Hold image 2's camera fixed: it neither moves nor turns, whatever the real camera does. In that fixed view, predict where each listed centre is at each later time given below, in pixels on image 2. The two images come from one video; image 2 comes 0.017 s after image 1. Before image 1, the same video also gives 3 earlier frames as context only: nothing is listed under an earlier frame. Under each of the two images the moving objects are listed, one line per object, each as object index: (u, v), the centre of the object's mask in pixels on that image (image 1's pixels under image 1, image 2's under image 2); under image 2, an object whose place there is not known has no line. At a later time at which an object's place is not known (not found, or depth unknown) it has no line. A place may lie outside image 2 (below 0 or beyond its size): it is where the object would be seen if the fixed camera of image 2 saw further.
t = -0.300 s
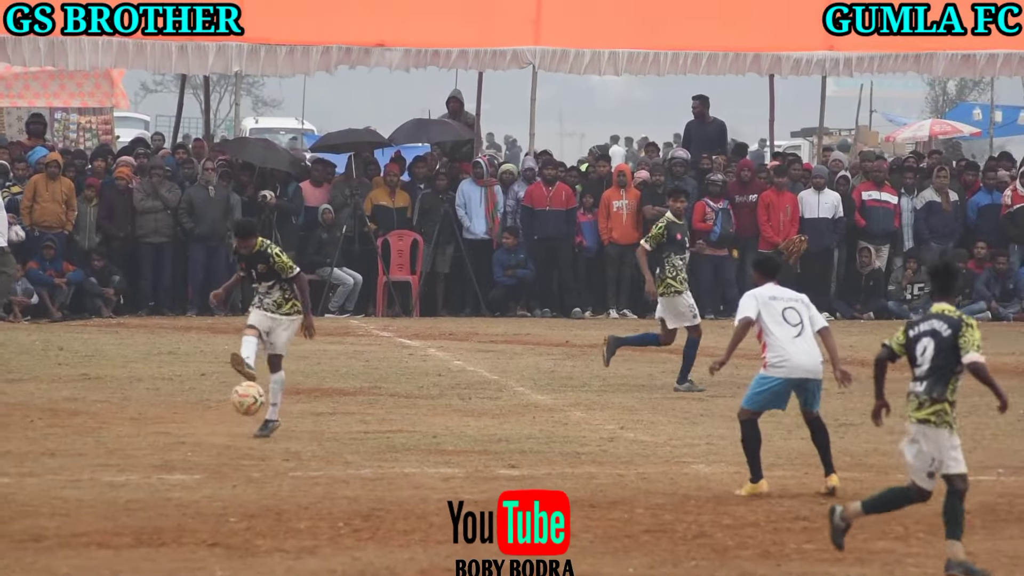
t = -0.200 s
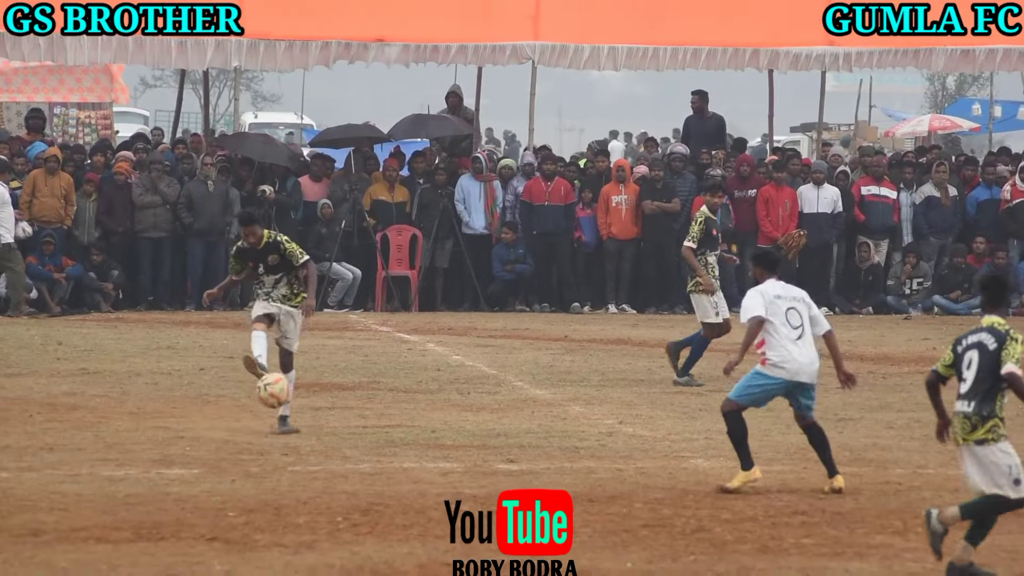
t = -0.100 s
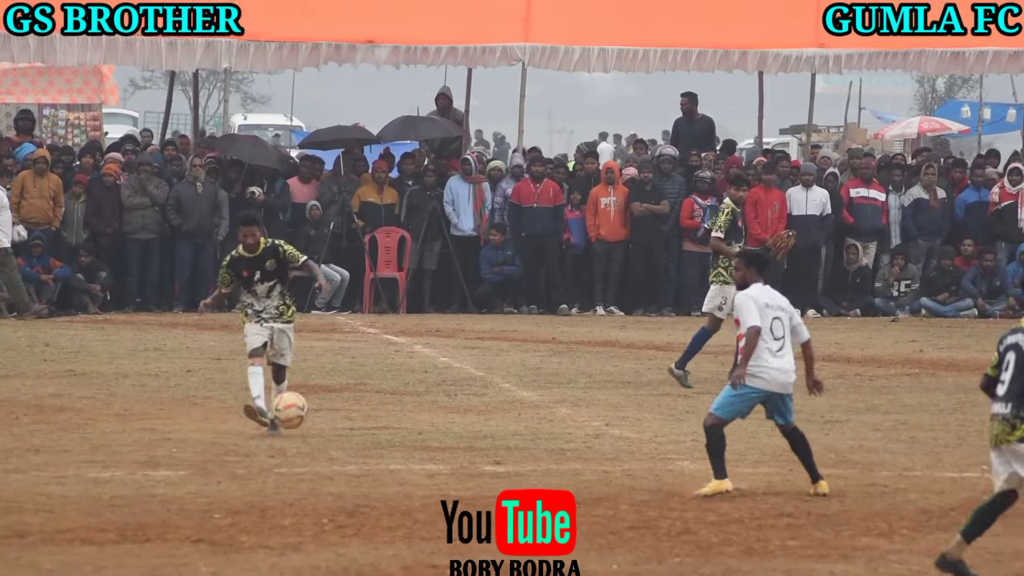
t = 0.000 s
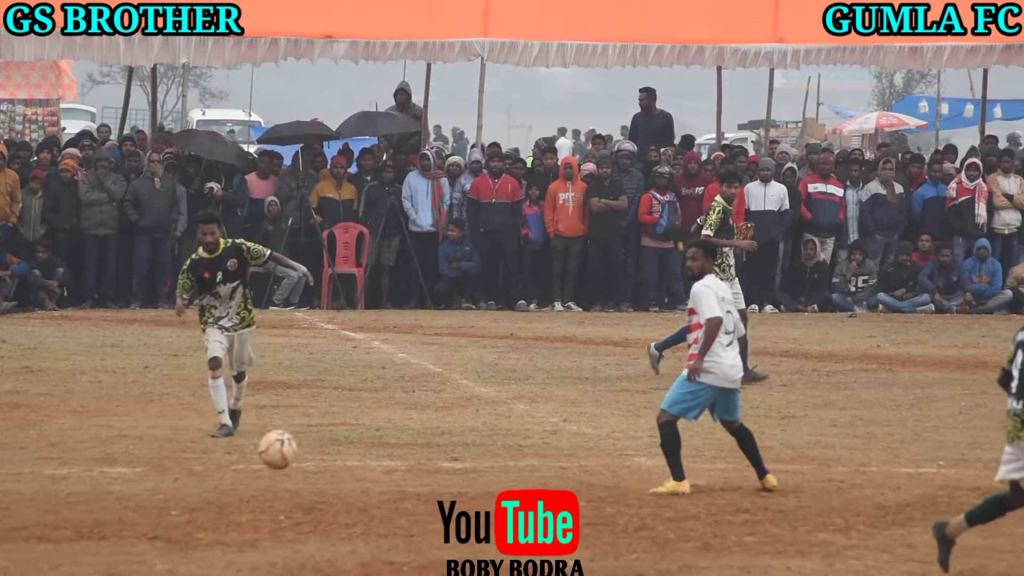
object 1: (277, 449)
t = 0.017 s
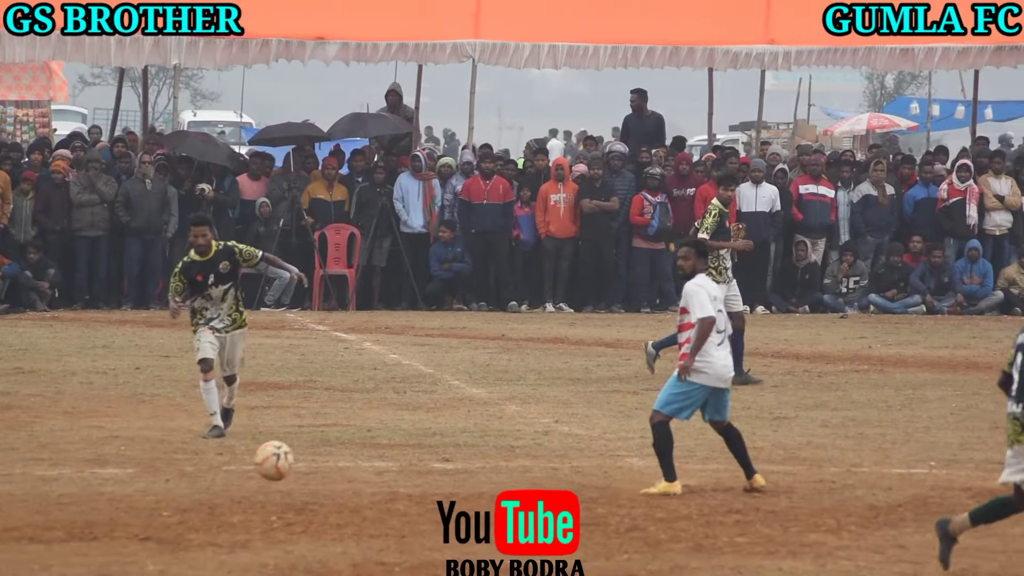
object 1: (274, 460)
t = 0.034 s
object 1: (280, 473)
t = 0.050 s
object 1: (286, 486)
